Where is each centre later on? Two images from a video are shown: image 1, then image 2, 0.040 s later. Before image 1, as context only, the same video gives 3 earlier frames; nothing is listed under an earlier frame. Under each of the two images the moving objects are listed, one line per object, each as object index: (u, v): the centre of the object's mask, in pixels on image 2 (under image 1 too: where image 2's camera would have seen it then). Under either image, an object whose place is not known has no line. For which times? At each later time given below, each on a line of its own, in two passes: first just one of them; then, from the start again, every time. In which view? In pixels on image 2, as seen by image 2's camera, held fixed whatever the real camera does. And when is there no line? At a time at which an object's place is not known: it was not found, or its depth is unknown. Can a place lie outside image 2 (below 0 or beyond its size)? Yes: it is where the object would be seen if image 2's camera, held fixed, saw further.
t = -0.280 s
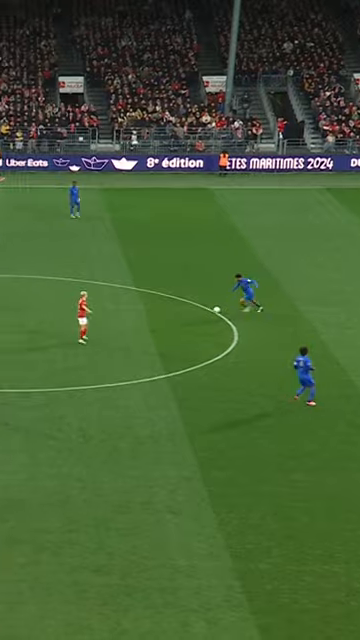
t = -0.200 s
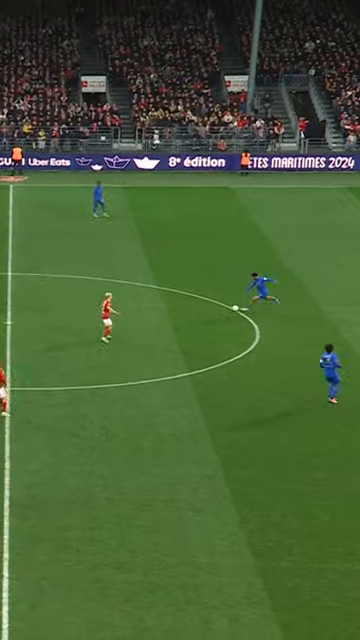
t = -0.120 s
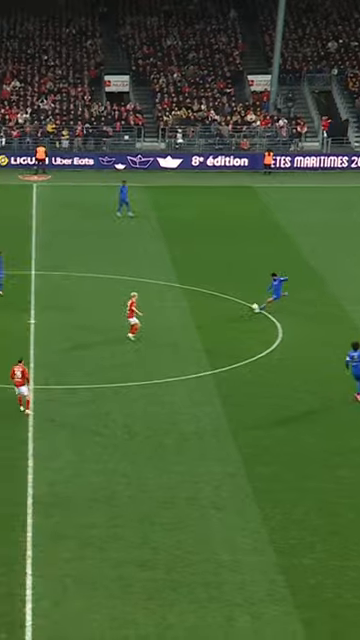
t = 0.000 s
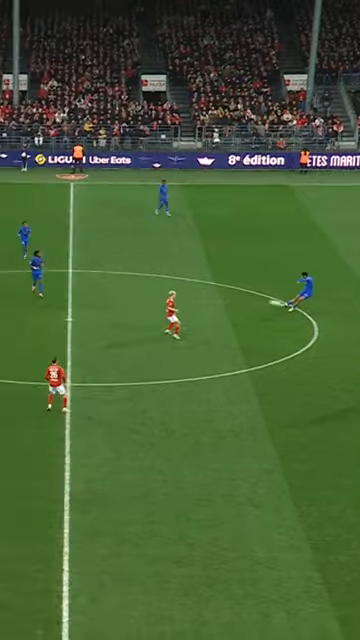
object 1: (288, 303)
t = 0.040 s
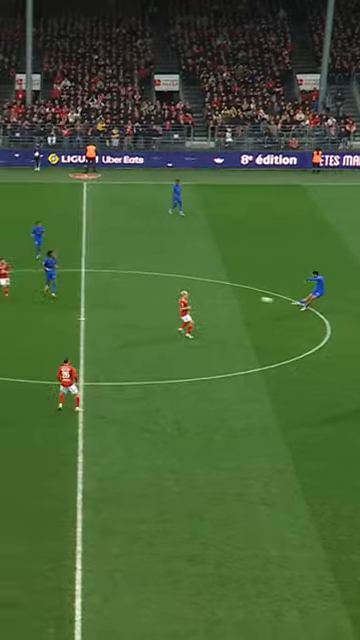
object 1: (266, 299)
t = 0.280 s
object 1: (147, 284)
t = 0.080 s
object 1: (246, 296)
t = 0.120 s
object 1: (226, 293)
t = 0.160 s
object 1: (206, 291)
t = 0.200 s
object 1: (186, 288)
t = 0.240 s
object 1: (167, 286)
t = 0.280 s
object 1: (147, 284)
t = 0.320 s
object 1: (128, 282)
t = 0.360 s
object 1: (108, 281)
